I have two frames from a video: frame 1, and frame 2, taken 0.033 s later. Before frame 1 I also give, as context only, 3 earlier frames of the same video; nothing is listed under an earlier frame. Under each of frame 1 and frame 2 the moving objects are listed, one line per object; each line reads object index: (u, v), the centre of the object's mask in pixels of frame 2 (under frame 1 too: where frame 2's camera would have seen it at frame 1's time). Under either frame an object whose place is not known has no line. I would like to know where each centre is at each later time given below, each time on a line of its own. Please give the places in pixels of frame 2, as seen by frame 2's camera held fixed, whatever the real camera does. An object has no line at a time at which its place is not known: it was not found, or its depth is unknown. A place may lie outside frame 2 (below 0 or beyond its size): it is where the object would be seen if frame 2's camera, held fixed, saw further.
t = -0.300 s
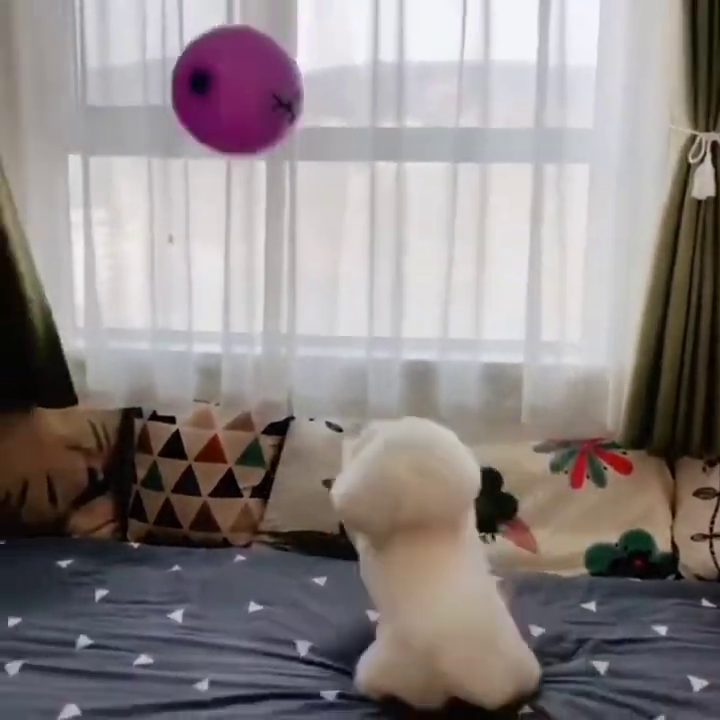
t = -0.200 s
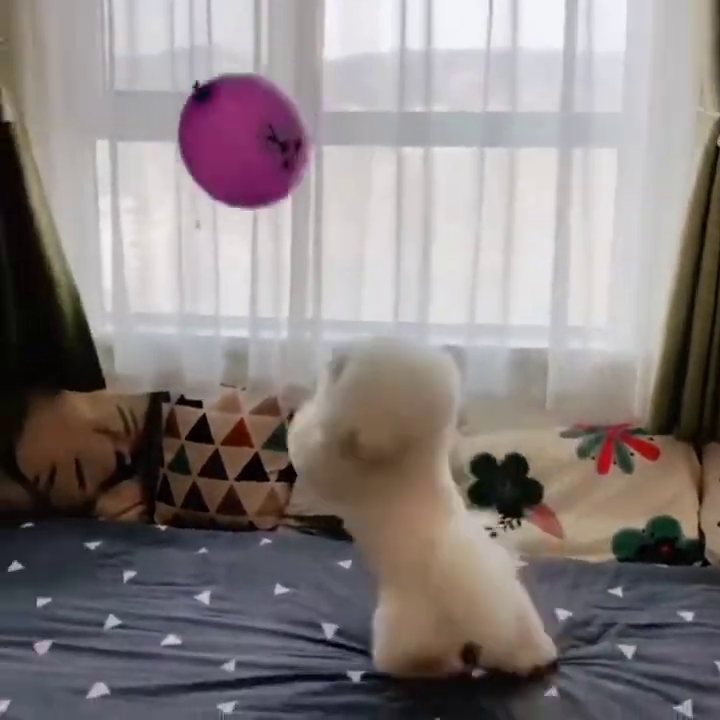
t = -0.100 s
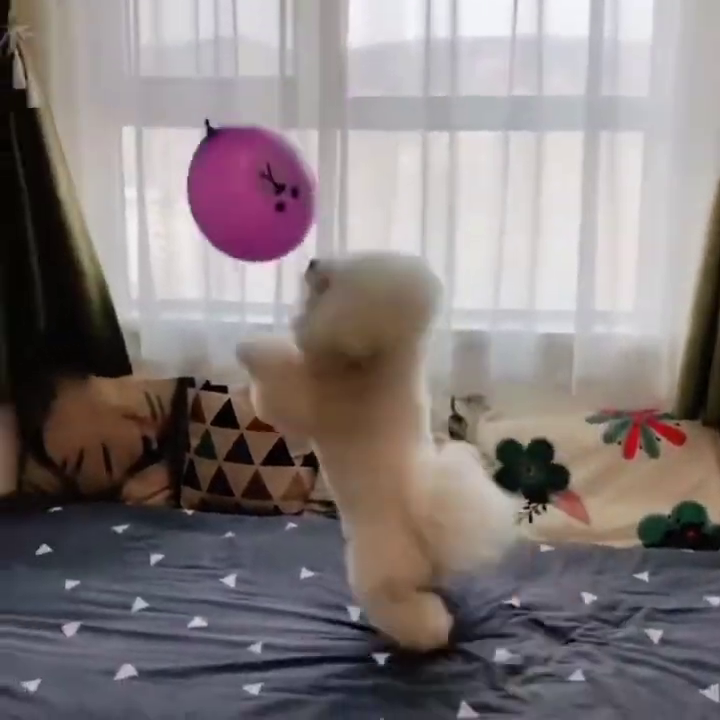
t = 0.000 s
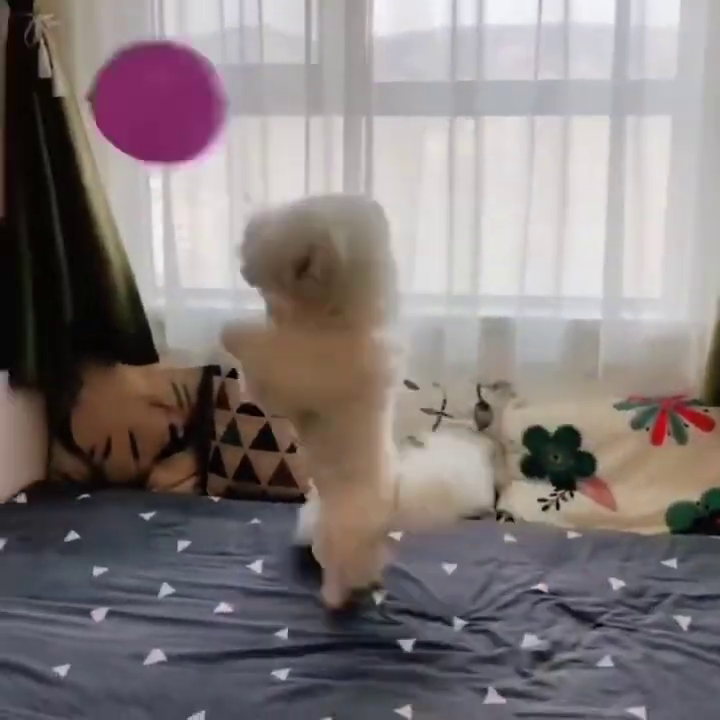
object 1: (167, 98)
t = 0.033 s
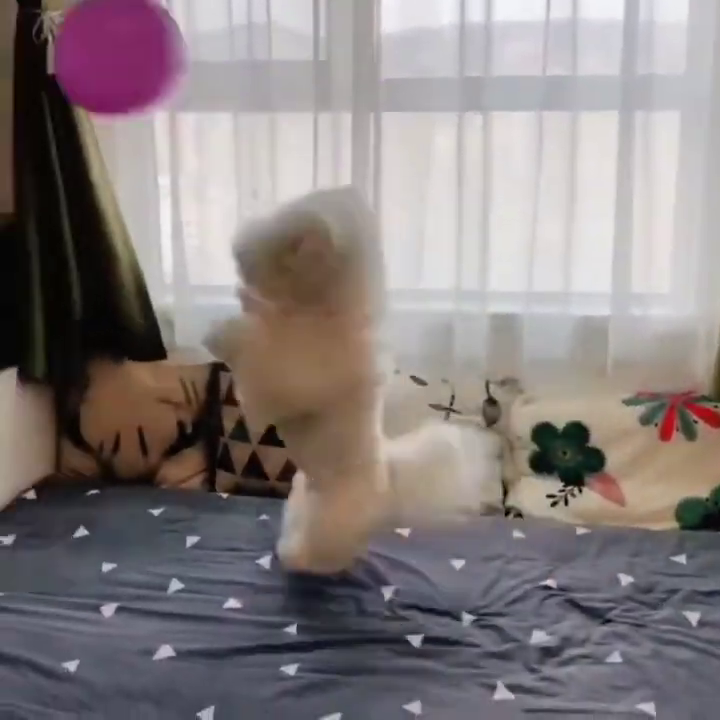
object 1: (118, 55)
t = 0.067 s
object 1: (74, 35)
